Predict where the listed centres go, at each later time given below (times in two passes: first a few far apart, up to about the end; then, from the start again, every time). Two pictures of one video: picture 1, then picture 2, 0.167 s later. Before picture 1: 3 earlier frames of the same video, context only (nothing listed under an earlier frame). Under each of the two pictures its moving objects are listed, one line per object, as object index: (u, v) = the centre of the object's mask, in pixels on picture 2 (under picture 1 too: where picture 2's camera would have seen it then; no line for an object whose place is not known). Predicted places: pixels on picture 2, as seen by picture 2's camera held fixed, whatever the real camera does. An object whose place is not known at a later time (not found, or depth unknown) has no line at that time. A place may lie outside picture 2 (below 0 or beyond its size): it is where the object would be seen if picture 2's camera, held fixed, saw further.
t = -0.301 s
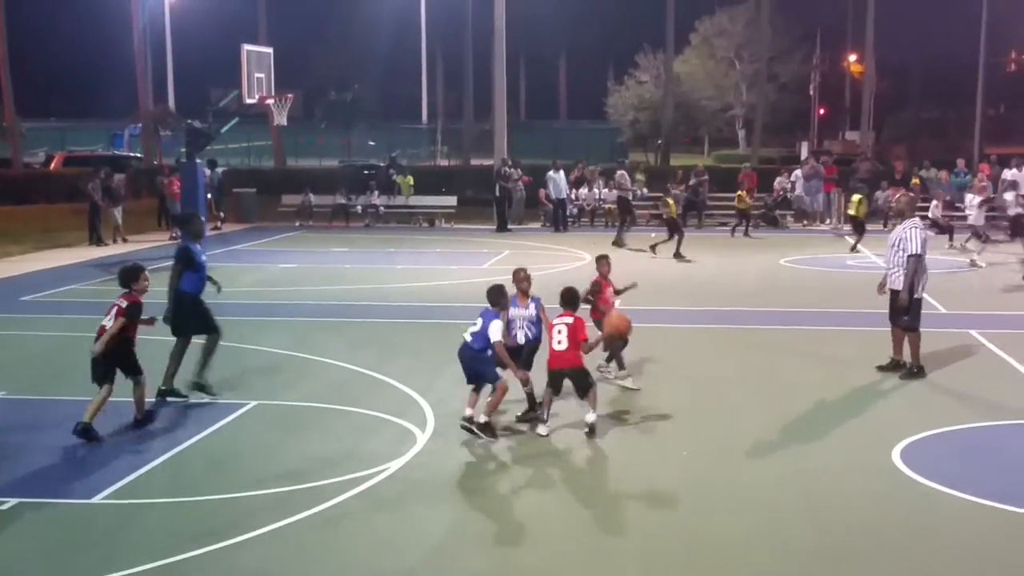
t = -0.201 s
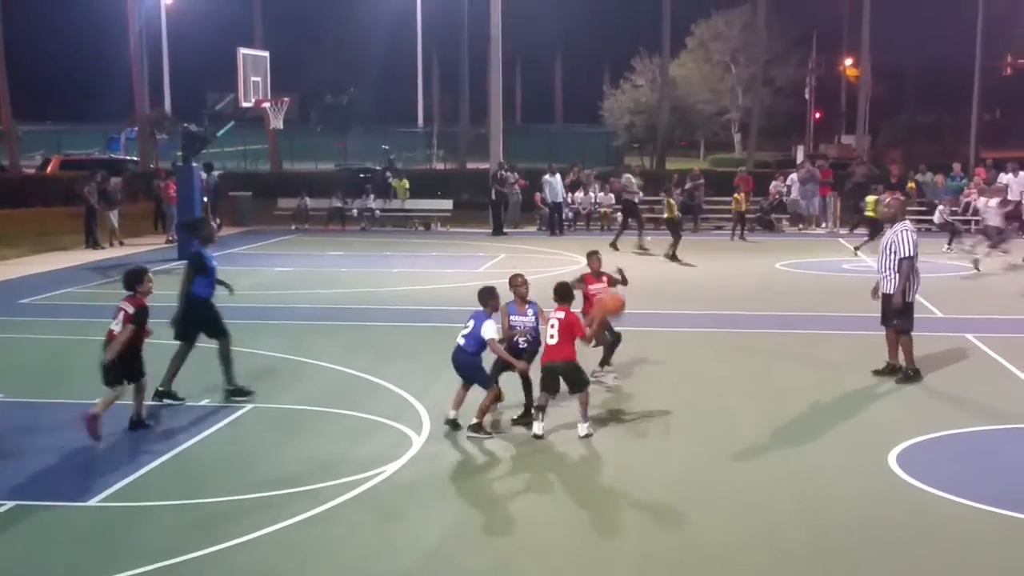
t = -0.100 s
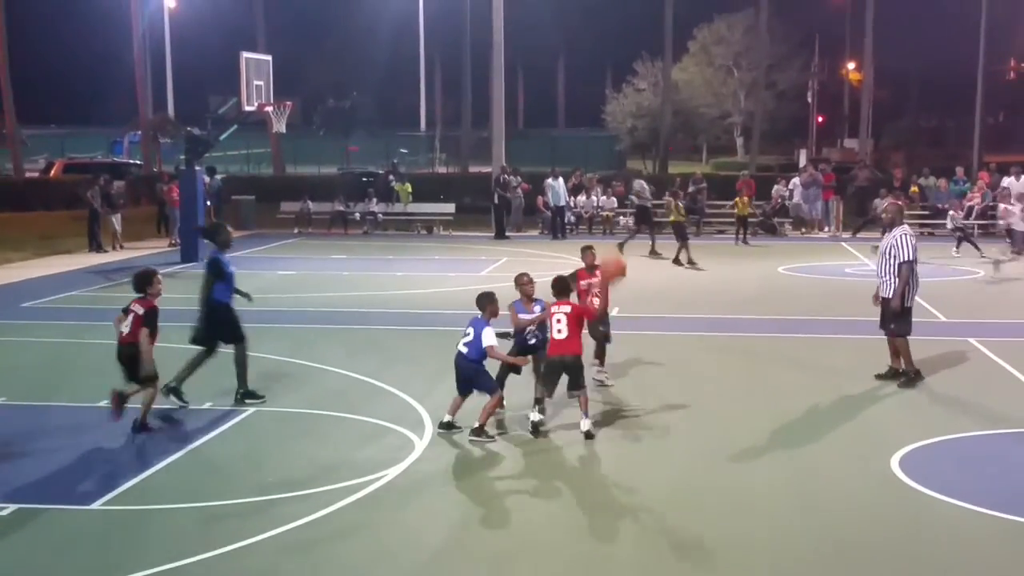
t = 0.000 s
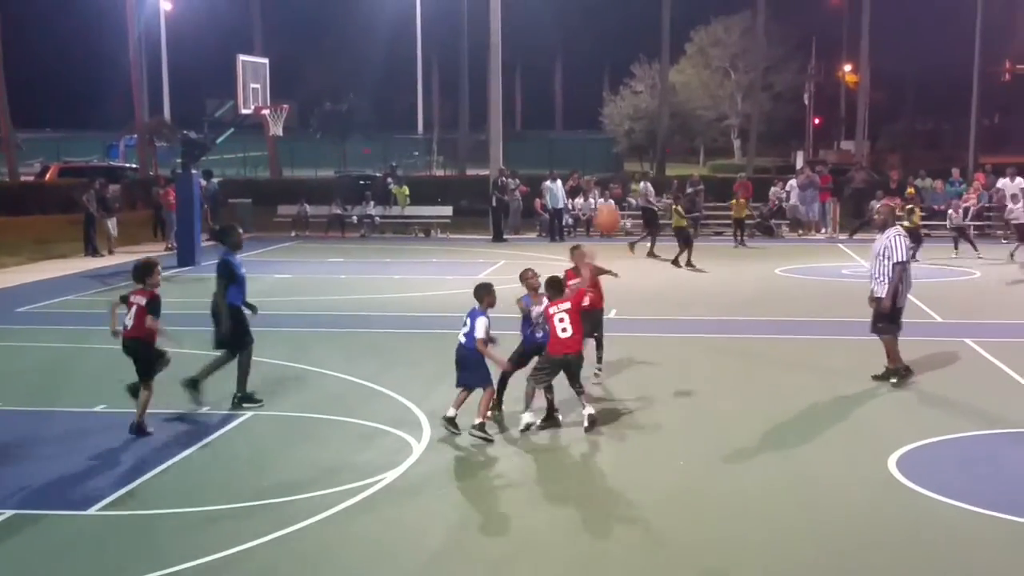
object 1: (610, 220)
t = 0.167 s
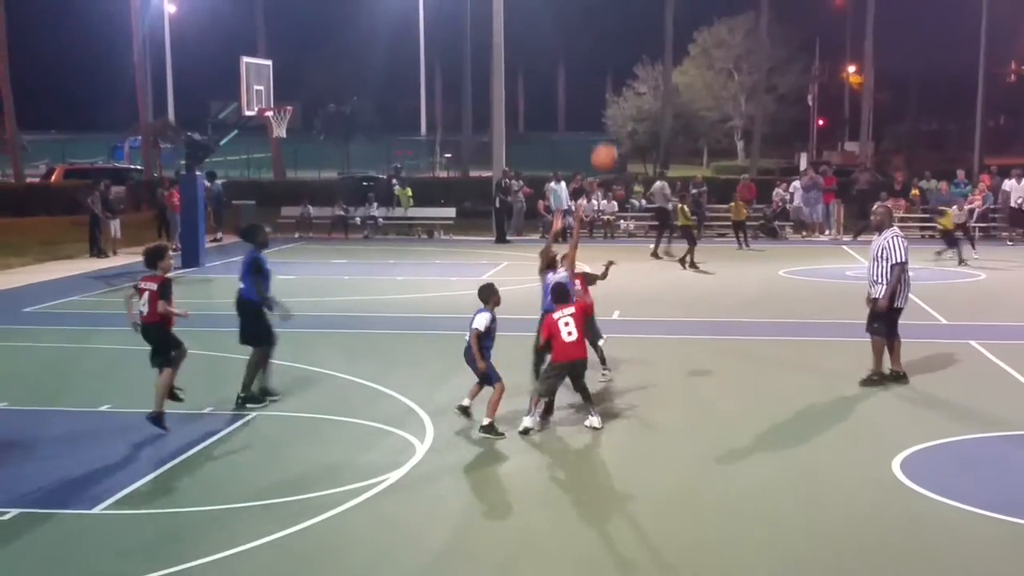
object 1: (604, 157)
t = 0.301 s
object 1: (601, 133)
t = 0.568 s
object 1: (592, 143)
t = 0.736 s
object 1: (587, 181)
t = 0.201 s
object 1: (603, 149)
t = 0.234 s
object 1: (602, 142)
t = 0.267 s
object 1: (602, 137)
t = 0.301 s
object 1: (601, 133)
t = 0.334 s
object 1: (599, 130)
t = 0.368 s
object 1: (599, 129)
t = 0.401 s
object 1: (598, 128)
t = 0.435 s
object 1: (597, 129)
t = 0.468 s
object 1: (596, 131)
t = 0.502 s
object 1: (595, 134)
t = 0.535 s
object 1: (594, 138)
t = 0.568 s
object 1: (592, 143)
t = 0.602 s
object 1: (591, 149)
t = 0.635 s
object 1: (590, 156)
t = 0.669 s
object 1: (590, 164)
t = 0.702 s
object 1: (588, 172)
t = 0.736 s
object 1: (587, 181)
